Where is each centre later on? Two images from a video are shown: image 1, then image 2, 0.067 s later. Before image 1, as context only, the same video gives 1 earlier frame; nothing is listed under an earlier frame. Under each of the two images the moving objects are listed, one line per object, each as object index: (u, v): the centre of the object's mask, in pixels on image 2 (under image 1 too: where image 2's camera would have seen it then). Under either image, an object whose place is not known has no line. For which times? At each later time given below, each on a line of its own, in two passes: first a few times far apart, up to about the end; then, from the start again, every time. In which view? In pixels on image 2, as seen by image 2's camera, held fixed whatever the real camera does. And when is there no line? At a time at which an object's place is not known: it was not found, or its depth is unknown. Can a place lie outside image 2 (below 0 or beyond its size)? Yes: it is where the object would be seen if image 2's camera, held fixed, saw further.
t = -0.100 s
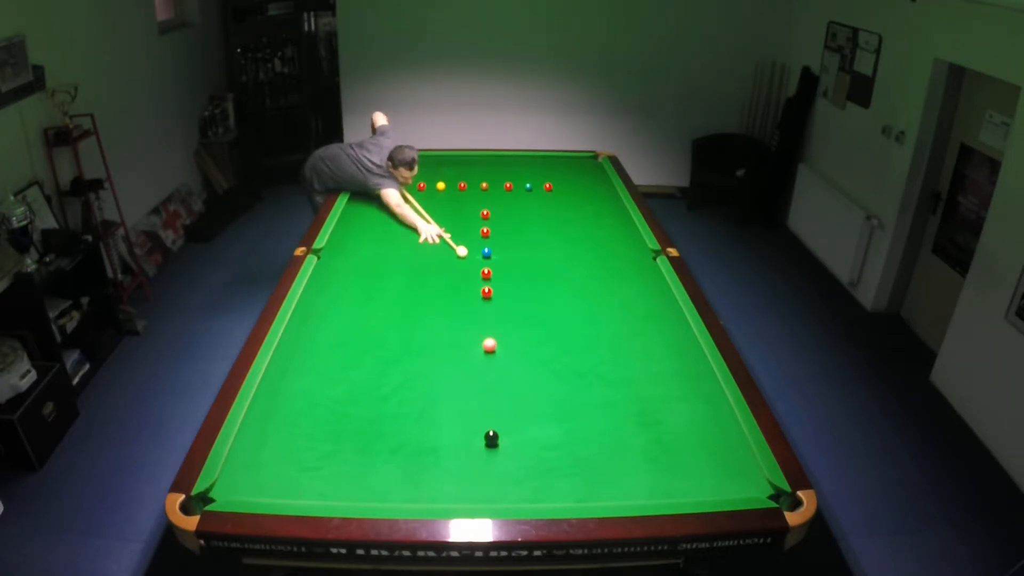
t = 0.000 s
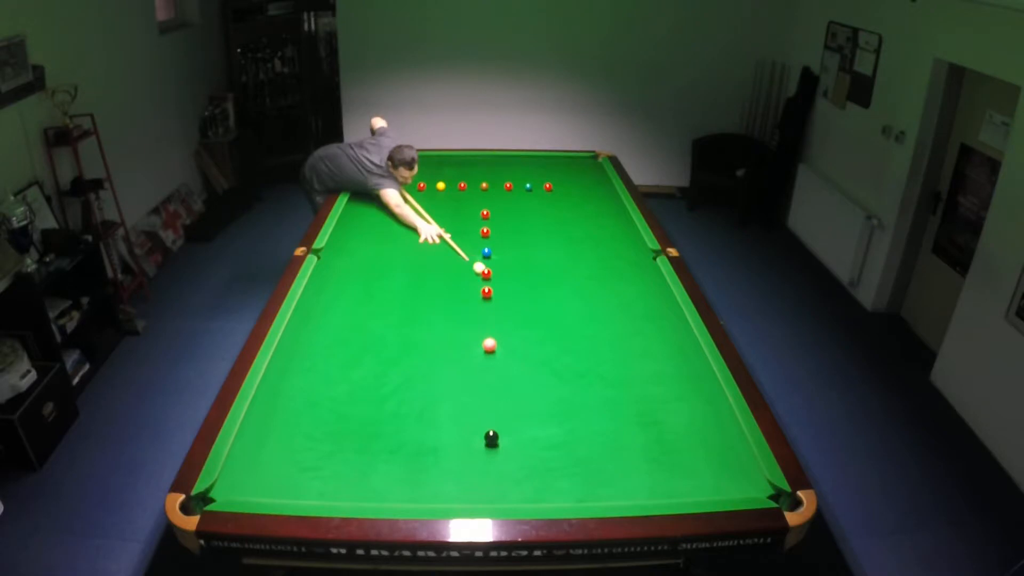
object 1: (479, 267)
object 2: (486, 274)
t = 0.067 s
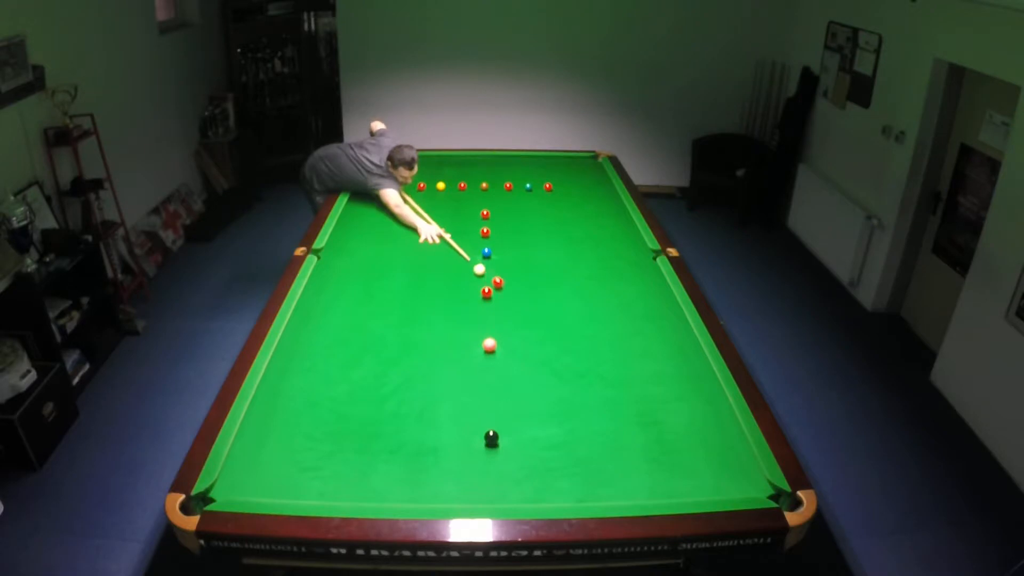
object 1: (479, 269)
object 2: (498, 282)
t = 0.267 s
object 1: (473, 267)
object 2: (535, 312)
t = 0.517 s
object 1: (466, 264)
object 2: (584, 350)
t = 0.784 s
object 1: (460, 262)
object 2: (645, 397)
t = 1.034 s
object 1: (455, 260)
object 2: (710, 448)
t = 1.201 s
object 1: (452, 259)
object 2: (757, 486)
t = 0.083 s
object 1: (479, 269)
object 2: (501, 285)
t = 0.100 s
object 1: (478, 269)
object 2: (504, 287)
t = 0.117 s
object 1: (478, 269)
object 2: (507, 290)
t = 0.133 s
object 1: (477, 269)
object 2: (511, 292)
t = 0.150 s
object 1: (477, 269)
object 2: (514, 295)
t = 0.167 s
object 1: (476, 268)
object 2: (517, 297)
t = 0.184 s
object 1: (476, 268)
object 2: (520, 300)
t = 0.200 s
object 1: (475, 268)
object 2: (523, 303)
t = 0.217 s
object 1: (475, 268)
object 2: (526, 305)
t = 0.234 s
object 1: (474, 268)
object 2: (529, 307)
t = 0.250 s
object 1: (474, 267)
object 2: (532, 310)
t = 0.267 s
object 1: (473, 267)
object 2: (535, 312)
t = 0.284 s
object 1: (473, 267)
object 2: (538, 314)
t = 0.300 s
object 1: (472, 267)
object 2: (541, 317)
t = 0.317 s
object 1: (472, 266)
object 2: (545, 319)
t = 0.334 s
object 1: (471, 266)
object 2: (548, 322)
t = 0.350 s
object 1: (471, 266)
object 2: (551, 324)
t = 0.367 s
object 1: (470, 266)
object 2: (554, 327)
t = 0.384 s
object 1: (470, 266)
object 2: (558, 329)
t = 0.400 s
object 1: (469, 266)
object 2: (561, 332)
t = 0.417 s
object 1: (469, 265)
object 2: (564, 334)
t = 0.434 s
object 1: (468, 265)
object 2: (567, 337)
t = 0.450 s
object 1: (468, 265)
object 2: (571, 339)
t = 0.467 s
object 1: (467, 265)
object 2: (574, 342)
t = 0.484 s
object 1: (467, 265)
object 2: (578, 345)
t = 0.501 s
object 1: (467, 265)
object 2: (581, 348)
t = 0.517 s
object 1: (466, 264)
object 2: (584, 350)
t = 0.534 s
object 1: (466, 264)
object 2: (588, 353)
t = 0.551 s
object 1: (465, 264)
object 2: (591, 356)
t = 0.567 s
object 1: (465, 264)
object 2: (595, 359)
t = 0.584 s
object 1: (464, 264)
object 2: (599, 361)
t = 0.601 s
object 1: (464, 264)
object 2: (602, 364)
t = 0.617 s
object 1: (464, 263)
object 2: (606, 367)
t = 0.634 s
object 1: (463, 263)
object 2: (610, 370)
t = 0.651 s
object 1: (463, 263)
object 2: (613, 373)
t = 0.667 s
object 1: (463, 263)
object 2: (617, 376)
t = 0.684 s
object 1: (462, 263)
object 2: (621, 379)
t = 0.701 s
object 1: (462, 262)
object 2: (625, 382)
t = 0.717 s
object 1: (461, 262)
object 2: (629, 385)
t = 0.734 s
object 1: (461, 262)
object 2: (633, 388)
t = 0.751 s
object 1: (461, 262)
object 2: (637, 391)
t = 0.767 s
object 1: (460, 262)
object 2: (641, 394)
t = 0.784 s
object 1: (460, 262)
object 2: (645, 397)
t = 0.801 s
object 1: (459, 262)
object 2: (649, 400)
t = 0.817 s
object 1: (459, 262)
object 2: (653, 404)
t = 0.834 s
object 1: (459, 261)
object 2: (657, 407)
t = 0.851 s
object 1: (458, 261)
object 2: (661, 410)
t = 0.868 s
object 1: (458, 261)
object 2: (666, 413)
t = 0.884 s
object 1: (458, 261)
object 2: (670, 417)
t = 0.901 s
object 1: (457, 261)
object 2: (674, 420)
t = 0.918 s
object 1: (457, 261)
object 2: (678, 423)
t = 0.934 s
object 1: (457, 261)
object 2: (683, 427)
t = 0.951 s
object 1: (456, 260)
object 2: (687, 430)
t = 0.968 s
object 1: (456, 260)
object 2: (691, 434)
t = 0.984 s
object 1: (456, 260)
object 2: (696, 437)
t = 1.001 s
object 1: (455, 260)
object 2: (700, 441)
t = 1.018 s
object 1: (455, 260)
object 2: (705, 444)
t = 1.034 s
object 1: (455, 260)
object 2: (710, 448)
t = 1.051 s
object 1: (454, 260)
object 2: (714, 452)
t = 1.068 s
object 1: (454, 260)
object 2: (719, 455)
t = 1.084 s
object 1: (454, 260)
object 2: (724, 459)
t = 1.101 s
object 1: (453, 260)
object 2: (728, 463)
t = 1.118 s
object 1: (453, 259)
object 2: (733, 466)
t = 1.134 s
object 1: (453, 259)
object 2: (737, 470)
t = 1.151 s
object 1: (452, 259)
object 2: (743, 474)
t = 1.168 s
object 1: (452, 259)
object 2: (747, 478)
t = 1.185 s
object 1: (452, 259)
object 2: (752, 482)
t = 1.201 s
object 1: (452, 259)
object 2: (757, 486)
